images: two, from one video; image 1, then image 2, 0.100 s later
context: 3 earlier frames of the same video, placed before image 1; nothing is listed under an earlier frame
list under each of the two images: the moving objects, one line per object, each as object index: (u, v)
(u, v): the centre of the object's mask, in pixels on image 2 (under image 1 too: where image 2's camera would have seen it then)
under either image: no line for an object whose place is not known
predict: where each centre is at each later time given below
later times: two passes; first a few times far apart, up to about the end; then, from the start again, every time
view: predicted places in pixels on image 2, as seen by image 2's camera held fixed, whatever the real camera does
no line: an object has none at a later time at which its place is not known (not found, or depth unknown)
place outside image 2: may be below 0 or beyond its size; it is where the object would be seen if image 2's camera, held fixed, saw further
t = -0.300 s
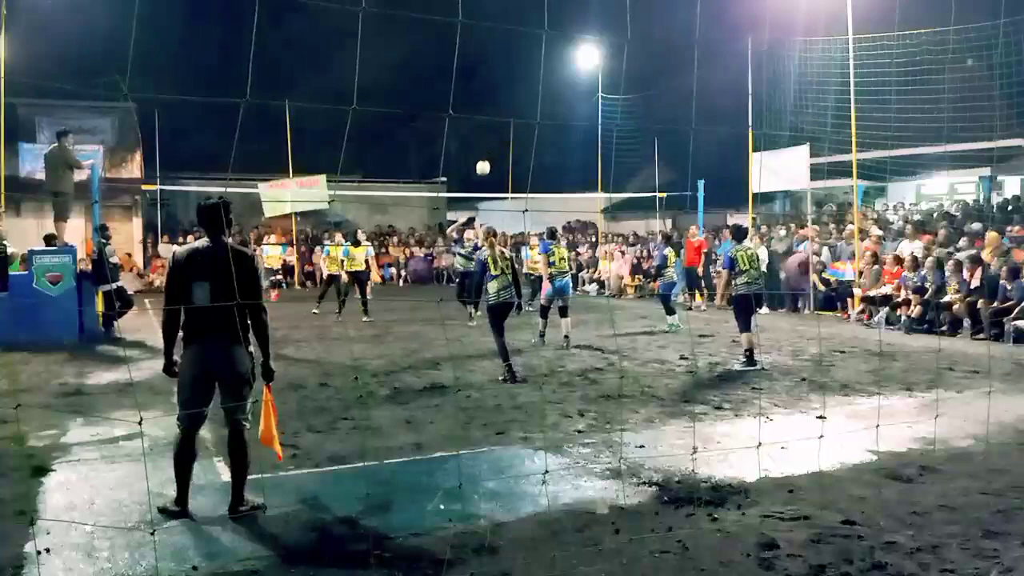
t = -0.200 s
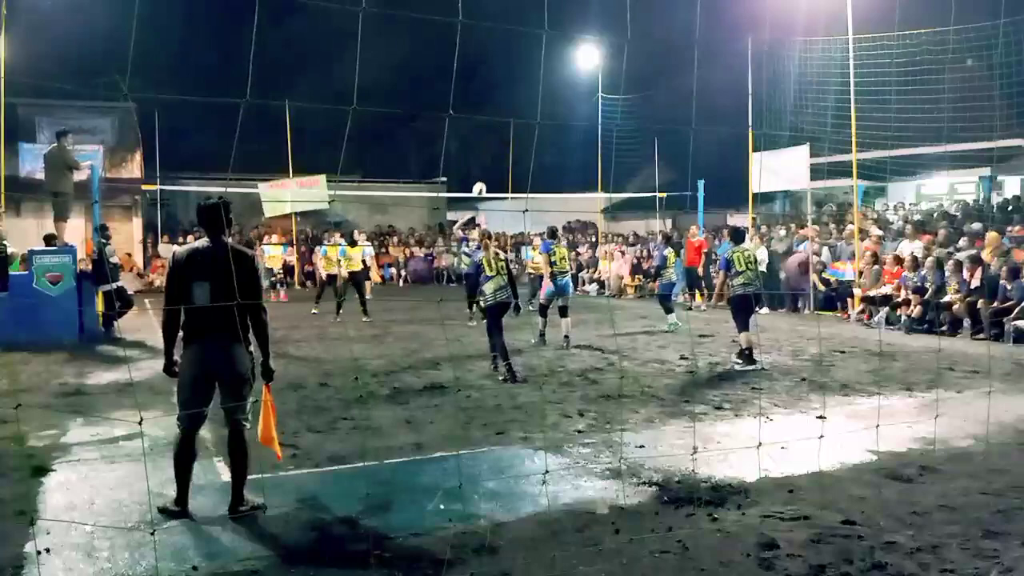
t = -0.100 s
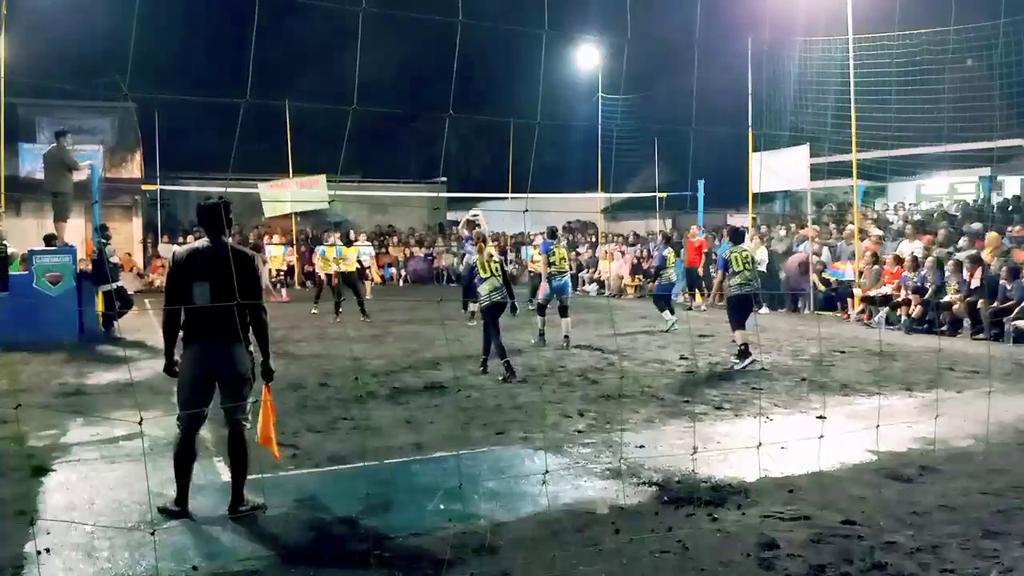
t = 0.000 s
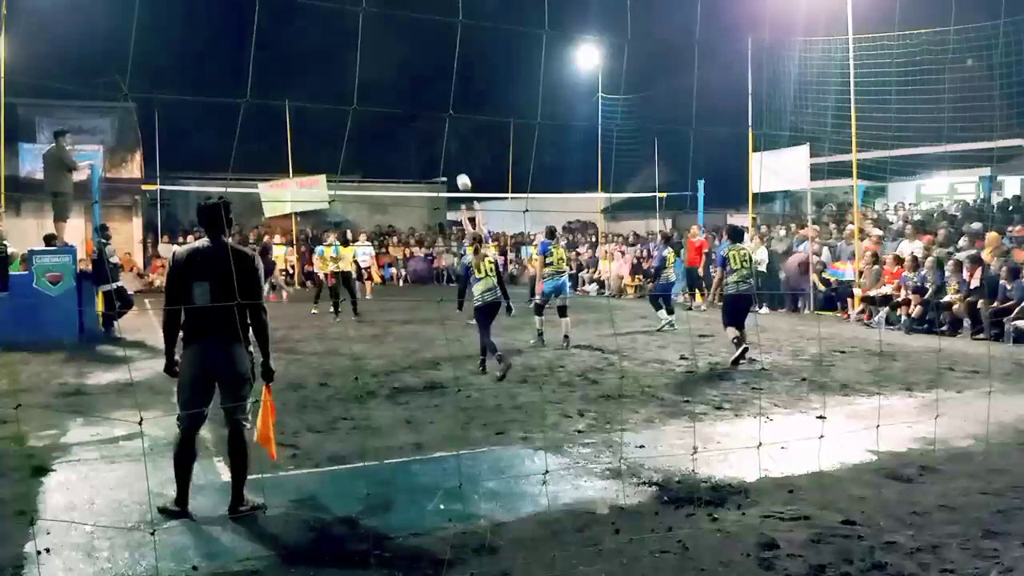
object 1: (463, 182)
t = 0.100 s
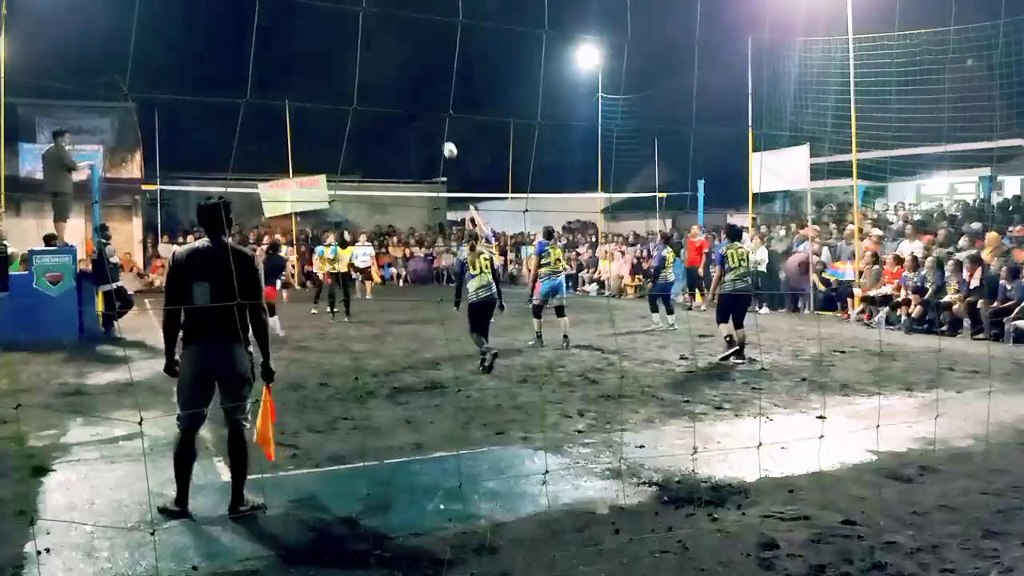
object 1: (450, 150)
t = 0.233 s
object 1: (431, 117)
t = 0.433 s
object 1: (403, 89)
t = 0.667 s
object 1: (371, 87)
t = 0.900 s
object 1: (340, 120)
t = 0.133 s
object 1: (445, 141)
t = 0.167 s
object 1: (440, 132)
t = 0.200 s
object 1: (436, 124)
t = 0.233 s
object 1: (431, 117)
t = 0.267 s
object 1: (426, 111)
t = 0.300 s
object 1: (422, 105)
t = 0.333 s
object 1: (417, 100)
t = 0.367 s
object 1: (412, 96)
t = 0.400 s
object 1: (408, 92)
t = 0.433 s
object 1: (403, 89)
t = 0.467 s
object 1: (399, 86)
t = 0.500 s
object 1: (394, 85)
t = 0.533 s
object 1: (390, 84)
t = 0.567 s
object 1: (385, 83)
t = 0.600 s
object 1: (381, 84)
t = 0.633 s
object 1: (376, 85)
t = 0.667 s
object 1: (371, 87)
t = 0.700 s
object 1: (367, 89)
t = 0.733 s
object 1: (362, 92)
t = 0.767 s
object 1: (358, 97)
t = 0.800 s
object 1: (353, 101)
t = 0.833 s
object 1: (349, 107)
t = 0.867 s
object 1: (344, 113)
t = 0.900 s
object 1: (340, 120)
